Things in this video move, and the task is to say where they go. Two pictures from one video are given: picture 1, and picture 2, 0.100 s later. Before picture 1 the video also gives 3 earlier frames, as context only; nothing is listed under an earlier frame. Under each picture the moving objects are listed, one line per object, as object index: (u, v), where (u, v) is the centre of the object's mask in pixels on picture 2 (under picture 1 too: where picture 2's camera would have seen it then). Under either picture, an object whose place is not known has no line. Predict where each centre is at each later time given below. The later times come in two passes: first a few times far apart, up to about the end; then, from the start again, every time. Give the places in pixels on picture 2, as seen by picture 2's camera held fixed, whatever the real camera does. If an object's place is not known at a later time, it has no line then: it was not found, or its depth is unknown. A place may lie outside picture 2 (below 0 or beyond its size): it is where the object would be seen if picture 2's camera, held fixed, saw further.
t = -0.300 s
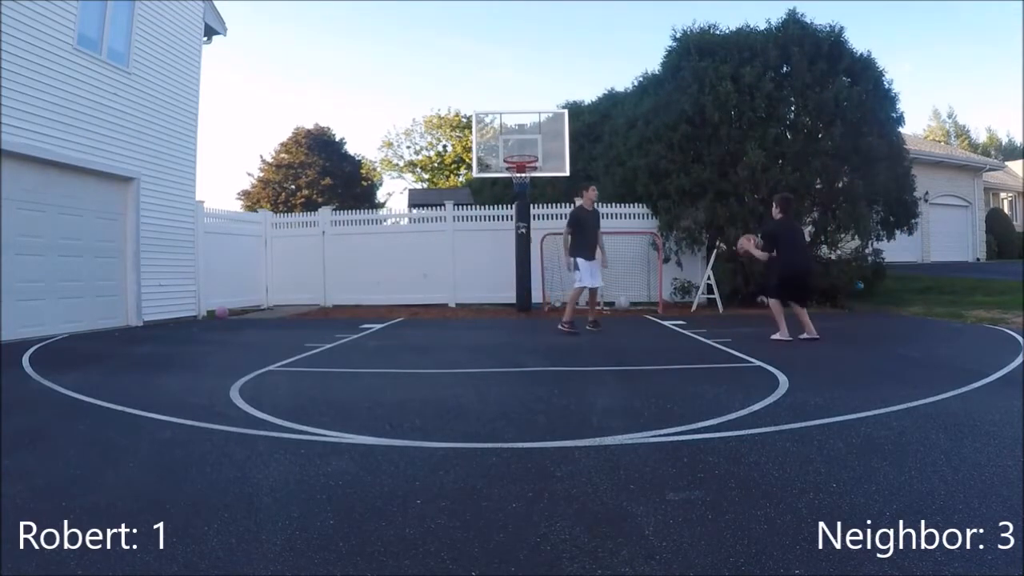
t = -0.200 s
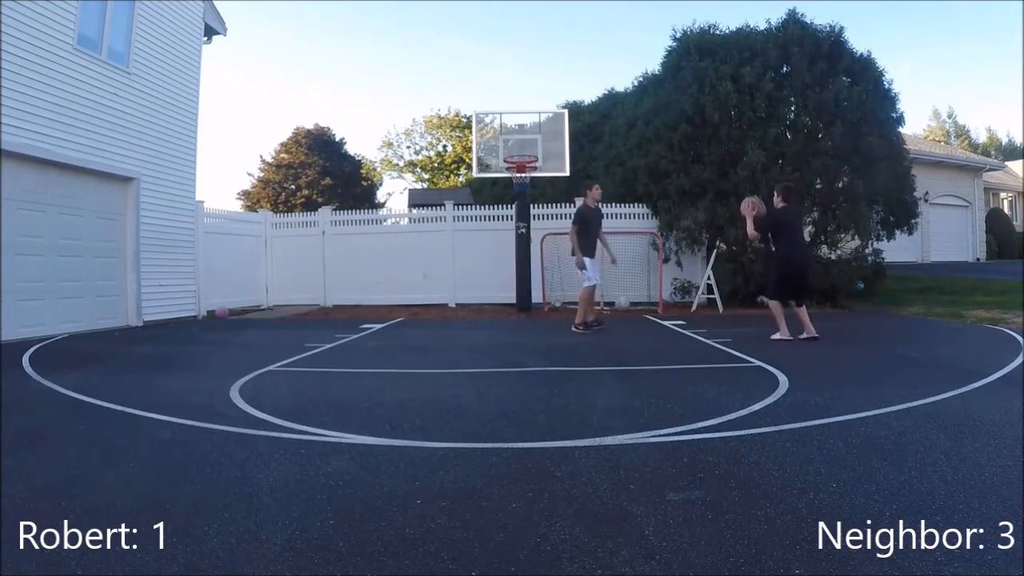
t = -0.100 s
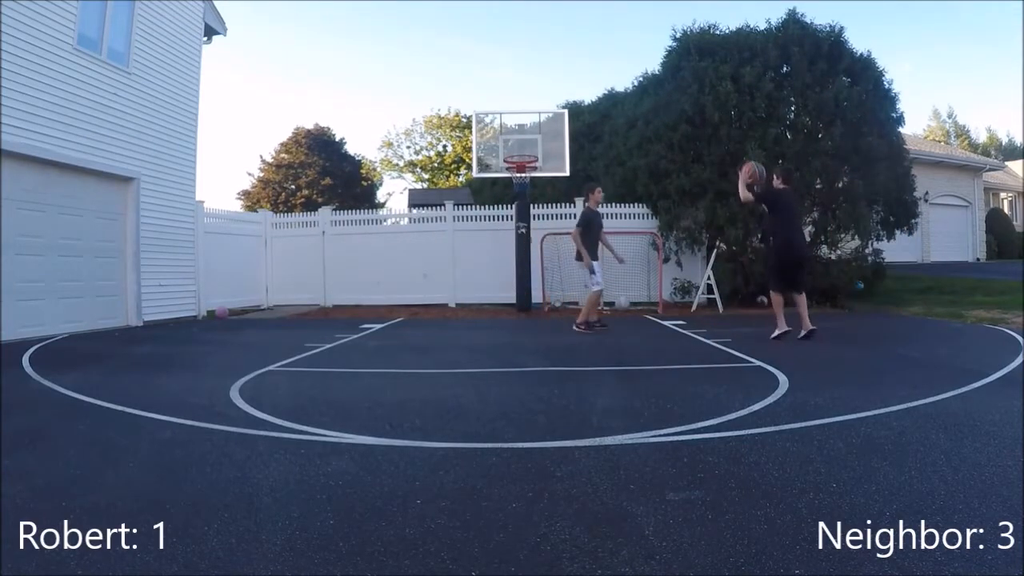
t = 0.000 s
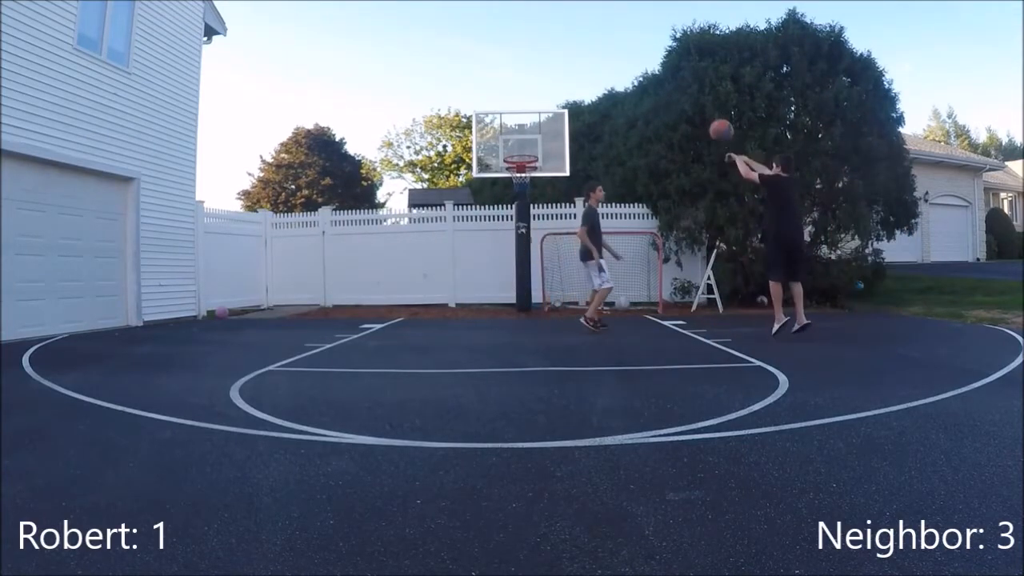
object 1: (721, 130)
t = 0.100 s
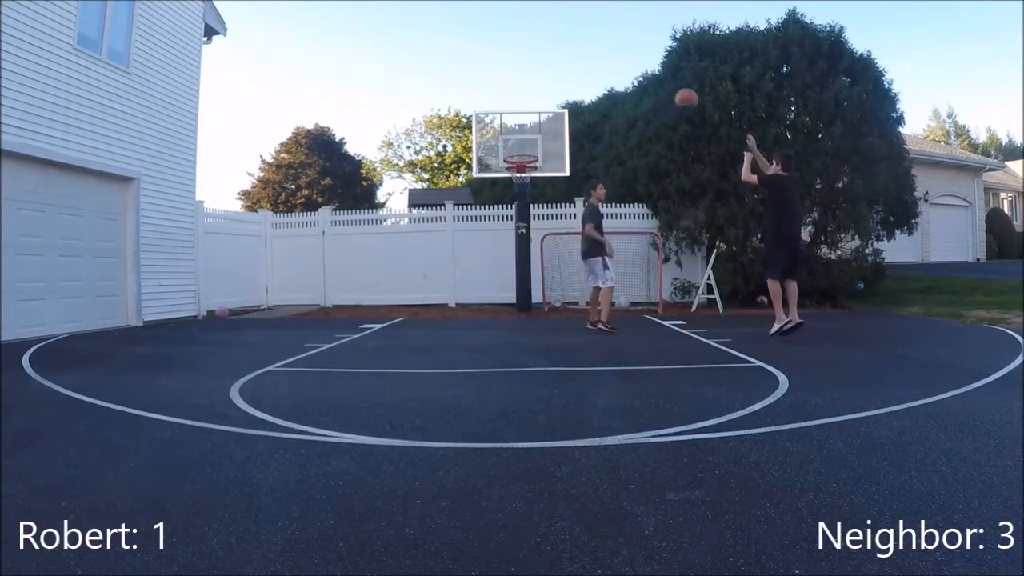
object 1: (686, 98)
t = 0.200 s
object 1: (654, 78)
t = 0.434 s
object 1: (591, 70)
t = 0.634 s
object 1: (547, 96)
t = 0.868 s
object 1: (505, 152)
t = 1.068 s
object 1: (511, 118)
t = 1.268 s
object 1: (516, 108)
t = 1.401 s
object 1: (519, 113)
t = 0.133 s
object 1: (675, 90)
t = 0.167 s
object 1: (665, 84)
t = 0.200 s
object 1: (654, 78)
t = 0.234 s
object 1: (644, 74)
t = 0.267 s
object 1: (636, 72)
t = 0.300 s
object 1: (626, 70)
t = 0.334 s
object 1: (617, 69)
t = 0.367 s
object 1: (608, 68)
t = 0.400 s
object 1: (600, 69)
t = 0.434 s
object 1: (591, 70)
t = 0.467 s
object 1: (583, 73)
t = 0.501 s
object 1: (576, 76)
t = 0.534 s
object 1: (568, 80)
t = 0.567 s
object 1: (561, 85)
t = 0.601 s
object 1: (554, 90)
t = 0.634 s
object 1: (547, 96)
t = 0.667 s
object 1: (540, 103)
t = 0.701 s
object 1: (533, 110)
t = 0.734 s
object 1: (527, 118)
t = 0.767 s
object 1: (520, 127)
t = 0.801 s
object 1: (515, 137)
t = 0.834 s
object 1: (508, 147)
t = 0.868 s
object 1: (505, 152)
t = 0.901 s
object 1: (507, 145)
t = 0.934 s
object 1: (508, 139)
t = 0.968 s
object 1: (508, 132)
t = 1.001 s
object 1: (509, 127)
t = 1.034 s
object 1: (509, 123)
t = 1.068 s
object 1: (511, 118)
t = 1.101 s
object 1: (511, 115)
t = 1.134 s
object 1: (512, 113)
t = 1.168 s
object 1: (513, 112)
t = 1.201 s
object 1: (514, 110)
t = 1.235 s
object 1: (515, 108)
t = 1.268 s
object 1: (516, 108)
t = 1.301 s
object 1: (516, 108)
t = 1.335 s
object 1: (517, 109)
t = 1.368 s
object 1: (518, 111)
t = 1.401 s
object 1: (519, 113)
